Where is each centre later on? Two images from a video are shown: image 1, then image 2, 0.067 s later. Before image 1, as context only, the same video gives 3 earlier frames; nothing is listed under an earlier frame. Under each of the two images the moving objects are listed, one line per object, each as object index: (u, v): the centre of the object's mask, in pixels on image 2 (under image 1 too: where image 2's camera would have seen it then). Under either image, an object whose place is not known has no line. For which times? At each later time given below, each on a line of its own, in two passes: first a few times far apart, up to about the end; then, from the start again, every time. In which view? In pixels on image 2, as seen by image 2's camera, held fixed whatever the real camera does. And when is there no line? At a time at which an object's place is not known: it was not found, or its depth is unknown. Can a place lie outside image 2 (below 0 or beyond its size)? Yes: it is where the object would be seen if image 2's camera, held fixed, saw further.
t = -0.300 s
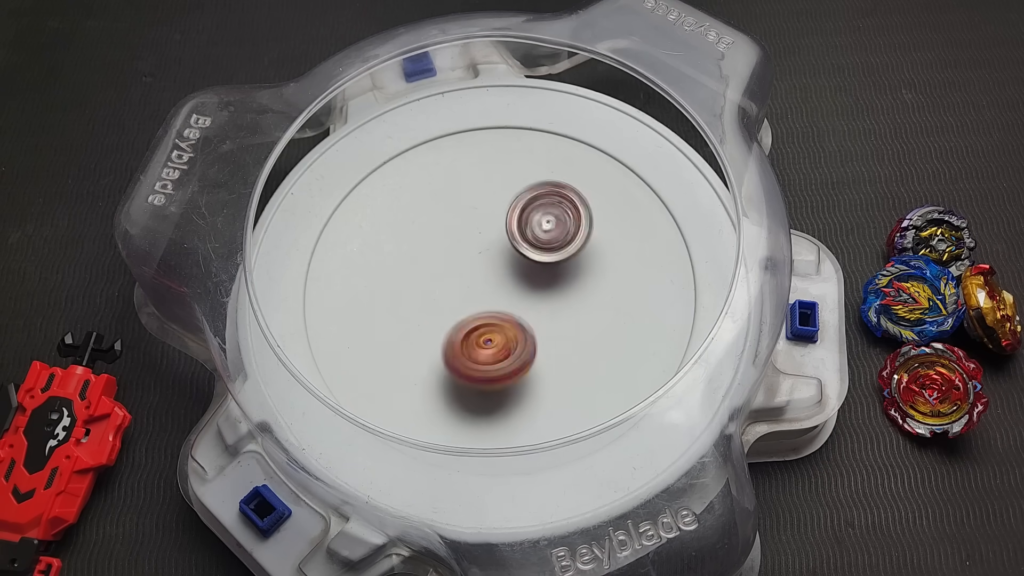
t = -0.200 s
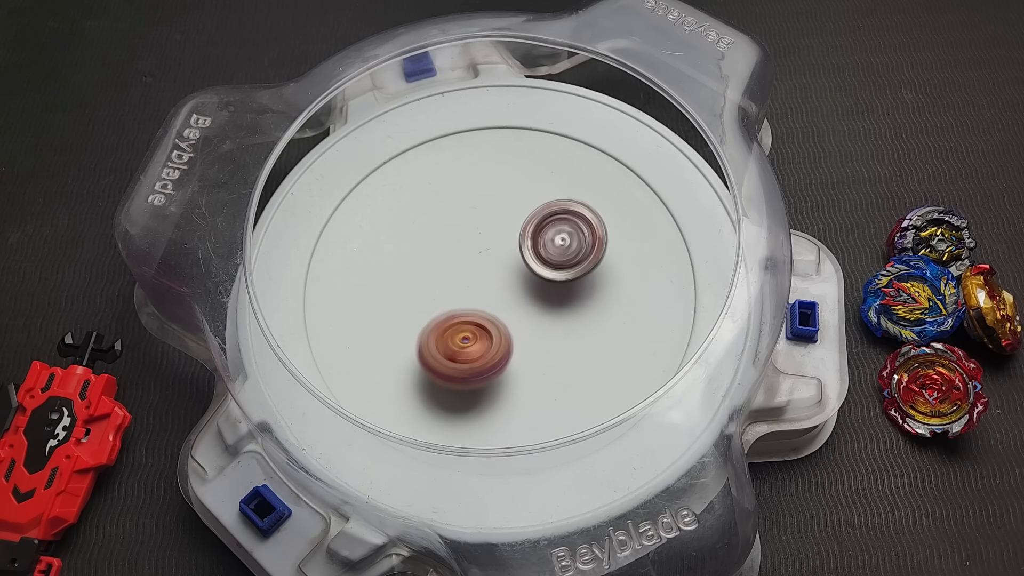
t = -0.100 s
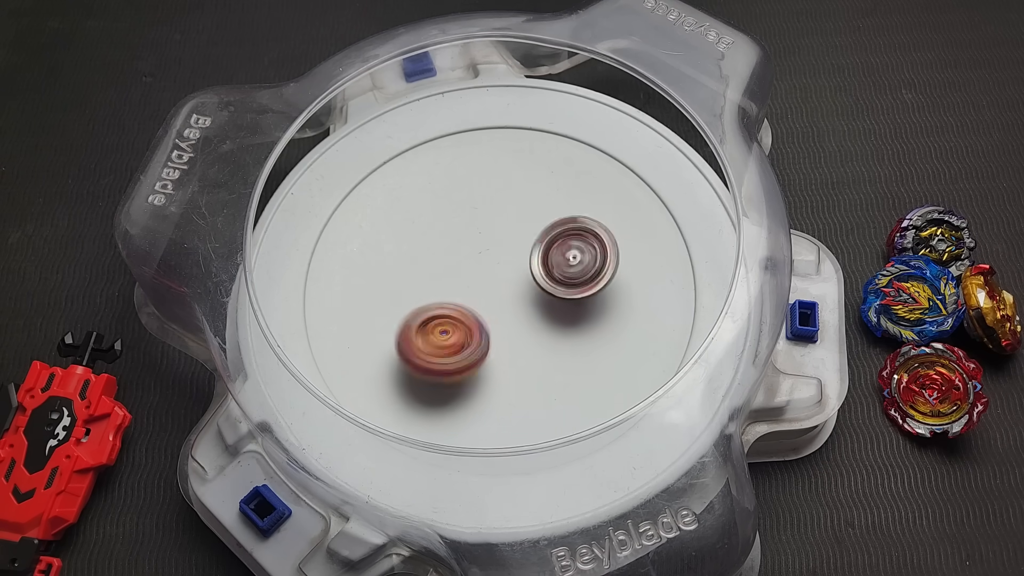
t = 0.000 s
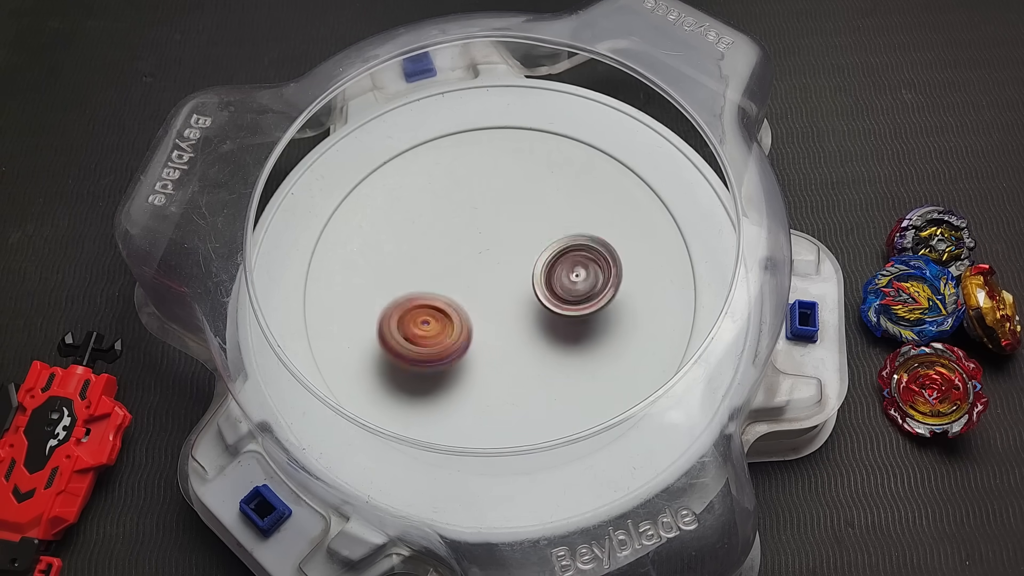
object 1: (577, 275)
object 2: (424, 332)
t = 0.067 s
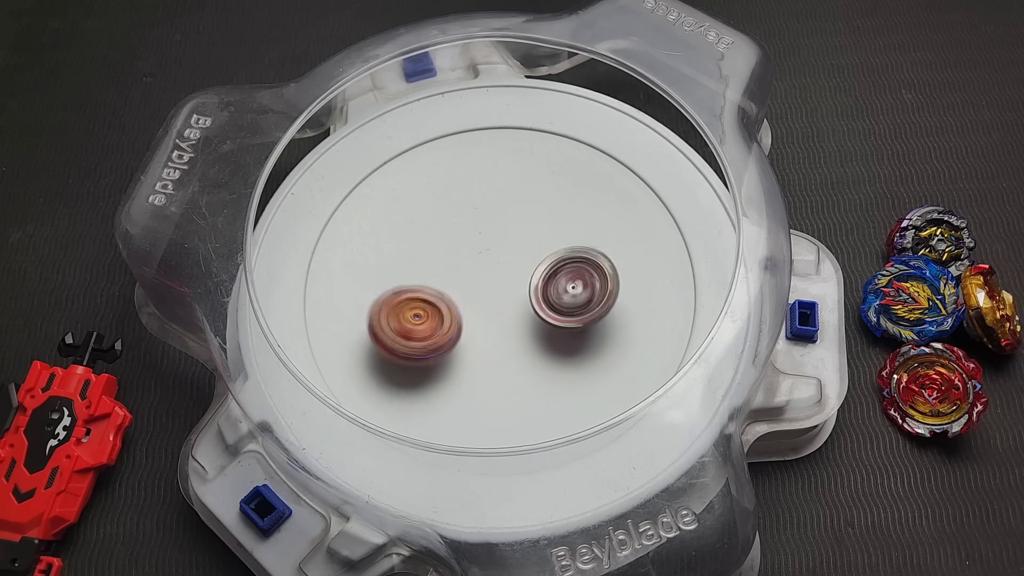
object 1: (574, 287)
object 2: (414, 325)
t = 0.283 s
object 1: (548, 326)
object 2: (405, 296)
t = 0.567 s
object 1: (485, 349)
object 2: (430, 254)
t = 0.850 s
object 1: (428, 326)
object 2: (479, 222)
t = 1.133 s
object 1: (414, 275)
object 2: (529, 223)
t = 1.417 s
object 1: (439, 234)
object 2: (568, 255)
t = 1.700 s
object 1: (496, 220)
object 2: (569, 296)
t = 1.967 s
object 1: (550, 237)
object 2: (525, 330)
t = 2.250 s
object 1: (578, 271)
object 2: (470, 344)
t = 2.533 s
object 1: (539, 312)
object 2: (430, 317)
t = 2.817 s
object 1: (487, 346)
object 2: (411, 269)
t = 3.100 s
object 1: (451, 339)
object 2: (443, 236)
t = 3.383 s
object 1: (443, 292)
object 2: (496, 229)
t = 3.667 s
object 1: (451, 280)
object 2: (552, 242)
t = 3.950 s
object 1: (474, 271)
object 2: (570, 283)
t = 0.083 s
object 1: (574, 291)
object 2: (413, 322)
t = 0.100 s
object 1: (571, 294)
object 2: (411, 320)
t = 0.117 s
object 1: (570, 297)
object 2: (410, 319)
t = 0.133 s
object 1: (569, 299)
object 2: (409, 316)
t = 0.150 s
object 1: (567, 304)
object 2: (407, 314)
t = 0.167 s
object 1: (566, 306)
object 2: (407, 312)
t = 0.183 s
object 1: (563, 310)
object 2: (406, 309)
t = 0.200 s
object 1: (562, 312)
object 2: (405, 308)
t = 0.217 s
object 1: (558, 315)
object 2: (405, 305)
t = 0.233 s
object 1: (557, 317)
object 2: (404, 302)
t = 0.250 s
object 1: (553, 320)
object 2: (405, 300)
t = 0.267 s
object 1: (551, 323)
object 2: (405, 297)
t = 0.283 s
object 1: (548, 326)
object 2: (405, 296)
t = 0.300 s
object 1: (545, 328)
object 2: (406, 292)
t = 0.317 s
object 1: (540, 330)
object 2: (406, 289)
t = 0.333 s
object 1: (538, 332)
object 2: (407, 288)
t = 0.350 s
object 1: (533, 334)
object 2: (408, 285)
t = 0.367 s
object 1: (530, 336)
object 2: (409, 283)
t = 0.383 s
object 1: (526, 338)
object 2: (411, 281)
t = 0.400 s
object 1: (523, 340)
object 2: (411, 278)
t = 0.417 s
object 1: (519, 341)
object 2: (413, 276)
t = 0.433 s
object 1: (516, 343)
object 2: (414, 274)
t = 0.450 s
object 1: (512, 344)
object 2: (415, 271)
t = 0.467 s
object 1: (509, 346)
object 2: (418, 269)
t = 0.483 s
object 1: (505, 346)
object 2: (419, 266)
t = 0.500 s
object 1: (501, 347)
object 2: (421, 264)
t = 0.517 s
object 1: (498, 348)
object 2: (423, 262)
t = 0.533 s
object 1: (494, 348)
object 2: (425, 260)
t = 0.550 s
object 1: (491, 349)
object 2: (428, 256)
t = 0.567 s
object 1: (485, 349)
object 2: (430, 254)
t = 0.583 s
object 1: (483, 349)
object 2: (432, 253)
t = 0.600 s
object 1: (478, 349)
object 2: (435, 249)
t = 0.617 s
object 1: (474, 349)
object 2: (437, 247)
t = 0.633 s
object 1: (470, 349)
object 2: (440, 246)
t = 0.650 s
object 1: (467, 348)
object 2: (443, 243)
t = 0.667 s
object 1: (461, 347)
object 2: (446, 242)
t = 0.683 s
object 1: (459, 346)
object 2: (449, 239)
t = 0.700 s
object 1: (454, 344)
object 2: (451, 237)
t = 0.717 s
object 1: (452, 343)
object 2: (455, 236)
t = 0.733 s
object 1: (447, 341)
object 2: (457, 234)
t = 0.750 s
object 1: (445, 340)
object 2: (461, 233)
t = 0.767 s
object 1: (441, 338)
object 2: (464, 231)
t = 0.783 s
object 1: (439, 336)
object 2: (466, 229)
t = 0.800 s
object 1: (435, 333)
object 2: (470, 228)
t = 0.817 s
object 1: (433, 331)
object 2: (472, 226)
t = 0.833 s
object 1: (430, 329)
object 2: (475, 225)
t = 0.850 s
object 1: (428, 326)
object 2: (479, 222)
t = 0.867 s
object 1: (425, 324)
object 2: (481, 222)
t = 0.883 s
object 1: (424, 321)
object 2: (485, 221)
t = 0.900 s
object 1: (422, 318)
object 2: (487, 220)
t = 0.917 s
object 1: (421, 315)
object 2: (490, 220)
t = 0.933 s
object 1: (419, 312)
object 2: (493, 219)
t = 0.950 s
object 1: (418, 309)
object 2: (496, 219)
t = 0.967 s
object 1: (417, 306)
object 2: (499, 218)
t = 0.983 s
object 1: (416, 303)
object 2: (501, 217)
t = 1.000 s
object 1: (416, 299)
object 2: (505, 219)
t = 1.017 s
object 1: (415, 297)
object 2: (508, 218)
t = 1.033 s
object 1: (415, 293)
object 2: (511, 219)
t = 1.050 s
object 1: (414, 291)
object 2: (515, 219)
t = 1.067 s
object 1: (414, 287)
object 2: (517, 219)
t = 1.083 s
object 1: (414, 285)
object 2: (520, 221)
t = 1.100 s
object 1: (414, 281)
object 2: (523, 221)
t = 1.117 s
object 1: (413, 279)
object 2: (526, 223)
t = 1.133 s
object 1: (414, 275)
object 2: (529, 223)
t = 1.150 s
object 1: (414, 272)
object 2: (531, 224)
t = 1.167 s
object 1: (415, 269)
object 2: (535, 225)
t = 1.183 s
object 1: (415, 267)
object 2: (537, 227)
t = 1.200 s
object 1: (416, 263)
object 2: (540, 229)
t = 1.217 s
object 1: (417, 261)
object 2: (542, 230)
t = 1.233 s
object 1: (418, 258)
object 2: (544, 232)
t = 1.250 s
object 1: (419, 255)
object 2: (548, 234)
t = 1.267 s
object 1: (421, 253)
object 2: (549, 236)
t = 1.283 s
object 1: (422, 251)
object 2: (552, 239)
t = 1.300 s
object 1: (424, 248)
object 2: (554, 240)
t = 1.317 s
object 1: (425, 246)
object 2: (556, 243)
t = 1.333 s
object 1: (428, 243)
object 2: (558, 245)
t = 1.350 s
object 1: (430, 241)
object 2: (560, 248)
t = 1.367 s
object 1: (433, 239)
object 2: (562, 250)
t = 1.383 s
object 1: (434, 238)
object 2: (564, 252)
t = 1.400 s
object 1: (438, 235)
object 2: (566, 254)
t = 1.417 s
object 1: (439, 234)
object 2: (568, 255)
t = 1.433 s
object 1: (443, 232)
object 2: (569, 258)
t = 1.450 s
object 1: (445, 231)
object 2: (571, 260)
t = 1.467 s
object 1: (449, 230)
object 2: (571, 262)
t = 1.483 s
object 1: (451, 229)
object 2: (573, 265)
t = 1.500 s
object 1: (455, 227)
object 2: (573, 266)
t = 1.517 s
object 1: (457, 227)
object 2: (574, 269)
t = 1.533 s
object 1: (462, 225)
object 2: (575, 270)
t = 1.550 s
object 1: (464, 224)
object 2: (574, 273)
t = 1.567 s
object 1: (469, 223)
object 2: (576, 275)
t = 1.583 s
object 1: (471, 223)
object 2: (575, 278)
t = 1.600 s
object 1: (475, 221)
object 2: (575, 281)
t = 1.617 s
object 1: (478, 221)
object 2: (574, 283)
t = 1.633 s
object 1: (482, 220)
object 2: (573, 286)
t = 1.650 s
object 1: (485, 221)
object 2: (573, 287)
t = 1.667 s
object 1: (489, 220)
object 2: (571, 290)
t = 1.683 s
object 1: (492, 220)
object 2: (571, 293)
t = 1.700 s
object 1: (496, 220)
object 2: (569, 296)
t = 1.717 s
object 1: (499, 221)
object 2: (567, 299)
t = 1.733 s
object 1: (503, 221)
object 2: (565, 301)
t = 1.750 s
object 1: (507, 222)
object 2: (563, 303)
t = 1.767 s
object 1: (511, 222)
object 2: (562, 305)
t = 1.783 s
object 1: (514, 224)
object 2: (558, 308)
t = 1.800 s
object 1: (518, 224)
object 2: (557, 310)
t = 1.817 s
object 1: (521, 226)
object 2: (554, 312)
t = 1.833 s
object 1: (525, 226)
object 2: (551, 315)
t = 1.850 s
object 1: (528, 228)
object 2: (548, 316)
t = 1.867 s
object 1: (532, 228)
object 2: (545, 319)
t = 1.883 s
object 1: (534, 230)
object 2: (542, 320)
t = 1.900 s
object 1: (538, 230)
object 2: (538, 323)
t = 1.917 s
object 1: (541, 233)
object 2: (535, 325)
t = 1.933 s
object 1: (544, 233)
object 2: (532, 326)
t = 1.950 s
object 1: (546, 236)
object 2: (529, 329)
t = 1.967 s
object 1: (550, 237)
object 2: (525, 330)
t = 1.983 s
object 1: (552, 239)
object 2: (522, 332)
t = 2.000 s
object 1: (556, 241)
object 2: (519, 333)
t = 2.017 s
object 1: (558, 243)
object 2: (515, 335)
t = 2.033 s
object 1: (561, 244)
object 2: (513, 336)
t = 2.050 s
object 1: (563, 247)
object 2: (509, 337)
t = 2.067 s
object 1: (566, 248)
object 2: (506, 340)
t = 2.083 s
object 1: (568, 251)
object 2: (503, 340)
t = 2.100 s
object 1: (570, 252)
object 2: (499, 341)
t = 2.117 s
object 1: (572, 255)
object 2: (496, 341)
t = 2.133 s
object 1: (573, 255)
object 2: (492, 342)
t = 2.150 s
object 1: (575, 258)
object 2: (489, 342)
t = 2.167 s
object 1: (576, 259)
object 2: (485, 343)
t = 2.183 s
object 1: (577, 262)
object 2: (483, 344)
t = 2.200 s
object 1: (578, 263)
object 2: (479, 343)
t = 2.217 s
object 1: (578, 266)
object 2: (476, 345)
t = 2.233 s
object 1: (578, 267)
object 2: (473, 344)
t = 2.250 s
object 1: (578, 271)
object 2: (470, 344)
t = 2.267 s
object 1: (578, 272)
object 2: (467, 342)
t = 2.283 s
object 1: (577, 276)
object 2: (463, 342)
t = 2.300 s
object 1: (576, 277)
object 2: (461, 341)
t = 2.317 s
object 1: (575, 281)
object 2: (457, 340)
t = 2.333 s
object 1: (573, 283)
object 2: (455, 339)
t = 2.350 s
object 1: (572, 287)
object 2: (452, 338)
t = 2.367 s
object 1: (569, 288)
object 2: (449, 337)
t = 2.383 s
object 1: (568, 292)
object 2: (447, 335)
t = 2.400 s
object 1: (565, 293)
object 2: (445, 334)
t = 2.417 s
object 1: (563, 297)
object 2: (442, 331)
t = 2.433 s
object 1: (560, 298)
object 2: (440, 329)
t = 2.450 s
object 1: (558, 301)
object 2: (438, 328)
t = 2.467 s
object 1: (554, 303)
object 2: (435, 325)
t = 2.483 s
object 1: (552, 306)
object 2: (435, 323)
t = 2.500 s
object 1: (547, 308)
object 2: (432, 321)
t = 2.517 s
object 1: (545, 311)
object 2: (431, 320)
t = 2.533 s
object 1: (539, 312)
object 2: (430, 317)
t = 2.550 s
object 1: (537, 315)
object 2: (428, 316)
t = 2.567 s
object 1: (531, 317)
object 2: (427, 313)
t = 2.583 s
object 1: (529, 320)
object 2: (425, 311)
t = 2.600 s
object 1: (524, 322)
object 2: (424, 308)
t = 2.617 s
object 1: (521, 325)
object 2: (422, 305)
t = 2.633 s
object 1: (516, 327)
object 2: (422, 303)
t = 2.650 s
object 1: (513, 328)
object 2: (420, 300)
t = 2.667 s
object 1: (508, 330)
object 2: (420, 298)
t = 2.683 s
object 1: (505, 331)
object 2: (419, 295)
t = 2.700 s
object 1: (500, 333)
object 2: (420, 293)
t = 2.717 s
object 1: (498, 335)
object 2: (418, 289)
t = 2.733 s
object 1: (496, 338)
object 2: (416, 285)
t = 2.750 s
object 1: (496, 340)
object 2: (414, 281)
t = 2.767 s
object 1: (493, 343)
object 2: (412, 278)
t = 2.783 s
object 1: (492, 344)
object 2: (412, 274)
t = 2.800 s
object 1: (489, 345)
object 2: (411, 272)
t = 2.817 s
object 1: (487, 346)
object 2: (411, 269)
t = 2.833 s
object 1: (484, 347)
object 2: (410, 266)
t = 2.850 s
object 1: (482, 348)
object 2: (412, 263)
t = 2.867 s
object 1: (479, 349)
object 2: (411, 260)
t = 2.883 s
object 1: (477, 349)
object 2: (413, 258)
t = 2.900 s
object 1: (474, 350)
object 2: (413, 255)
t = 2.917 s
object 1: (472, 350)
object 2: (415, 253)
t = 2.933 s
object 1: (470, 351)
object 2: (417, 250)
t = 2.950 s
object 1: (467, 350)
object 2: (419, 249)
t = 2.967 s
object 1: (466, 350)
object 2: (421, 247)
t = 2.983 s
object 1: (463, 349)
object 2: (423, 246)
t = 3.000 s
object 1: (461, 348)
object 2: (426, 243)
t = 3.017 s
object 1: (459, 347)
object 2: (428, 242)
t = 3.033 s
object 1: (457, 346)
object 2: (431, 241)
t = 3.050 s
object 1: (454, 344)
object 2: (433, 240)
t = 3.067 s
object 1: (454, 342)
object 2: (437, 238)
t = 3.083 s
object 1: (451, 341)
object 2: (439, 237)
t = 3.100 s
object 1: (451, 339)
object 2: (443, 236)
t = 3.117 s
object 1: (448, 337)
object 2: (445, 235)
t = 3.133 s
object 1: (448, 334)
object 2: (449, 235)
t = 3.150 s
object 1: (446, 332)
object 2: (451, 233)
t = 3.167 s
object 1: (445, 329)
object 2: (456, 233)
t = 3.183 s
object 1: (444, 327)
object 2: (458, 231)
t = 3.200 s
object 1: (443, 324)
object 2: (462, 231)
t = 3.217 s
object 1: (443, 322)
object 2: (465, 229)
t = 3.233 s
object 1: (442, 319)
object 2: (468, 230)
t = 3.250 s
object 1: (442, 317)
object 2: (471, 228)
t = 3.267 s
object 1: (441, 313)
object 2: (474, 229)
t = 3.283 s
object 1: (442, 311)
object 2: (477, 228)
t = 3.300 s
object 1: (441, 307)
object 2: (480, 229)
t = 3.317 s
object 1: (442, 305)
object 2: (483, 228)
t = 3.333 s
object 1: (441, 302)
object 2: (486, 229)
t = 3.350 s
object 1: (443, 298)
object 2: (489, 229)
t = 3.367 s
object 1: (442, 295)
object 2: (492, 229)
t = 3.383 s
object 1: (443, 292)
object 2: (496, 229)
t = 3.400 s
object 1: (441, 289)
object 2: (498, 230)
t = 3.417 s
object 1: (440, 289)
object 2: (504, 229)
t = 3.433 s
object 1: (437, 288)
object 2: (509, 228)
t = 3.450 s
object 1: (437, 287)
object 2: (514, 228)
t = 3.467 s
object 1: (435, 287)
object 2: (517, 227)
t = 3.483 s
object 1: (436, 286)
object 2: (522, 228)
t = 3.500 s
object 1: (435, 286)
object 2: (524, 227)
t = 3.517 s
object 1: (437, 284)
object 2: (529, 228)
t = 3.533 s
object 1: (437, 285)
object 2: (531, 229)
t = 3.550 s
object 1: (438, 283)
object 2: (535, 230)
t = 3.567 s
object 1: (440, 283)
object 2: (537, 230)
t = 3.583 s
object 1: (441, 281)
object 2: (540, 233)
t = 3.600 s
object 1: (443, 282)
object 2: (542, 235)
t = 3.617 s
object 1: (443, 281)
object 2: (545, 238)
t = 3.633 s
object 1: (447, 281)
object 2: (547, 239)
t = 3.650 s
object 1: (447, 281)
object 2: (549, 241)
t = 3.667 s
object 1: (451, 280)
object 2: (552, 242)
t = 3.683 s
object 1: (451, 281)
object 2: (553, 247)
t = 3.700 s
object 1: (454, 279)
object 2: (555, 248)
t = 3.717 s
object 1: (455, 280)
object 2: (557, 251)
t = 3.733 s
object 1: (457, 278)
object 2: (559, 253)
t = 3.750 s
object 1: (459, 280)
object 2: (560, 255)
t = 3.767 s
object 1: (459, 278)
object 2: (562, 256)
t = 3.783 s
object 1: (462, 279)
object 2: (562, 259)
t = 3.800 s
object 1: (463, 278)
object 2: (563, 260)
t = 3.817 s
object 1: (466, 277)
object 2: (564, 263)
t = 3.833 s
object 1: (466, 277)
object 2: (564, 264)
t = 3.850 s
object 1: (470, 276)
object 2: (564, 268)
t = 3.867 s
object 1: (471, 276)
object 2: (565, 269)
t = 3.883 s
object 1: (474, 274)
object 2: (564, 272)
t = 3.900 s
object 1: (473, 273)
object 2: (565, 274)
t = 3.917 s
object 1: (473, 272)
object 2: (568, 278)
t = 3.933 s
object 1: (474, 272)
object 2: (569, 279)
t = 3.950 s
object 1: (474, 271)
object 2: (570, 283)
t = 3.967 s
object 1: (476, 271)
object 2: (569, 285)
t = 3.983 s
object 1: (476, 270)
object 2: (568, 289)
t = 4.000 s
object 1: (479, 270)
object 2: (568, 291)
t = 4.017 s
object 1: (479, 269)
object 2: (567, 294)
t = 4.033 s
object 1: (481, 267)
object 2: (565, 297)
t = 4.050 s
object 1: (480, 264)
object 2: (565, 301)
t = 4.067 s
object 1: (481, 262)
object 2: (565, 303)
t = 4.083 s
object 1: (480, 262)
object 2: (565, 306)
